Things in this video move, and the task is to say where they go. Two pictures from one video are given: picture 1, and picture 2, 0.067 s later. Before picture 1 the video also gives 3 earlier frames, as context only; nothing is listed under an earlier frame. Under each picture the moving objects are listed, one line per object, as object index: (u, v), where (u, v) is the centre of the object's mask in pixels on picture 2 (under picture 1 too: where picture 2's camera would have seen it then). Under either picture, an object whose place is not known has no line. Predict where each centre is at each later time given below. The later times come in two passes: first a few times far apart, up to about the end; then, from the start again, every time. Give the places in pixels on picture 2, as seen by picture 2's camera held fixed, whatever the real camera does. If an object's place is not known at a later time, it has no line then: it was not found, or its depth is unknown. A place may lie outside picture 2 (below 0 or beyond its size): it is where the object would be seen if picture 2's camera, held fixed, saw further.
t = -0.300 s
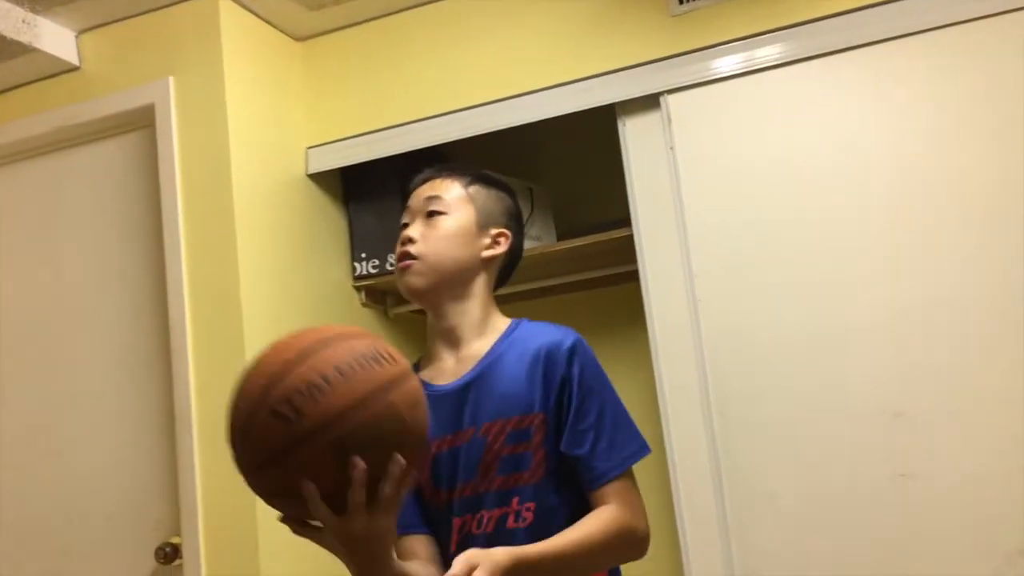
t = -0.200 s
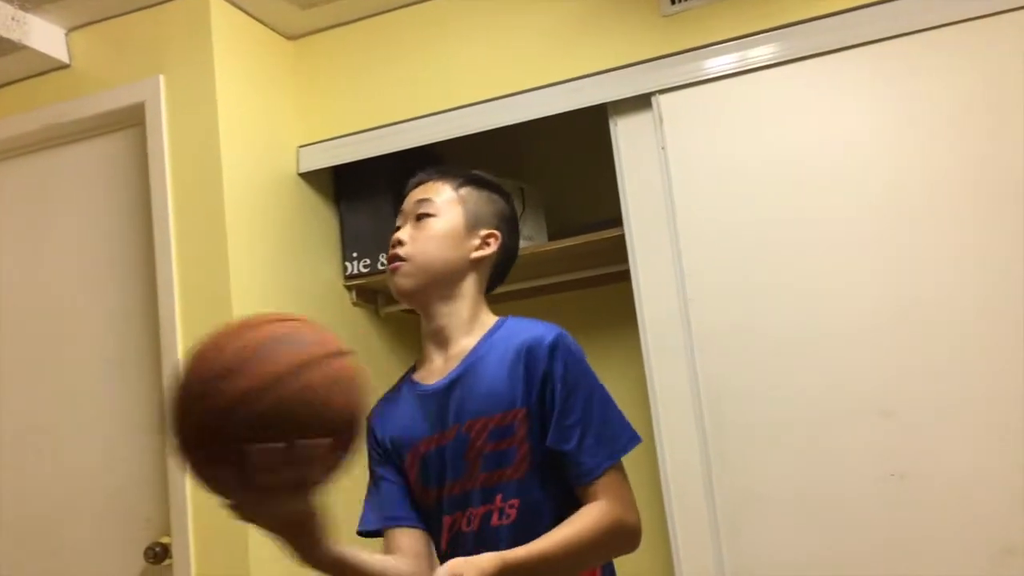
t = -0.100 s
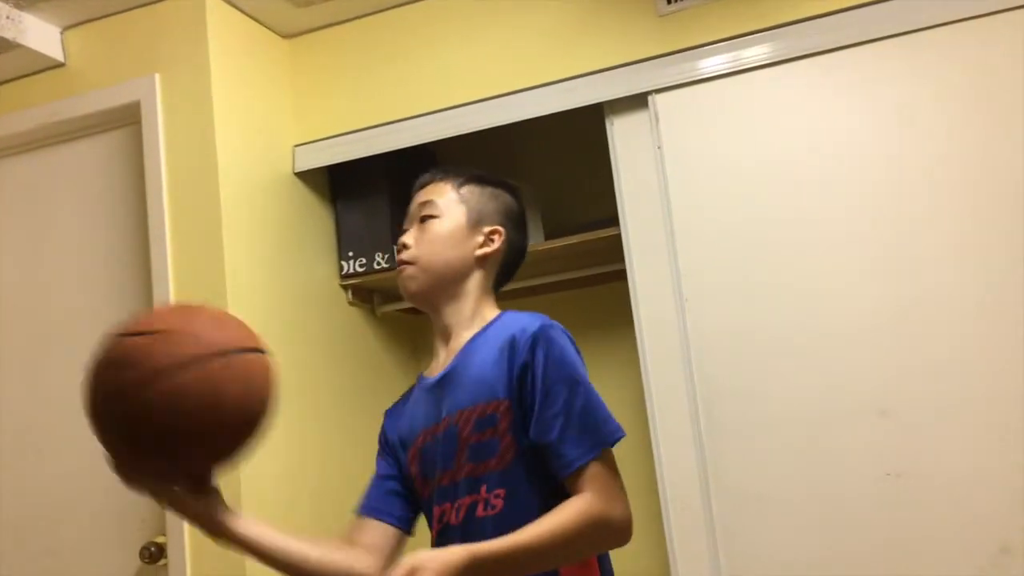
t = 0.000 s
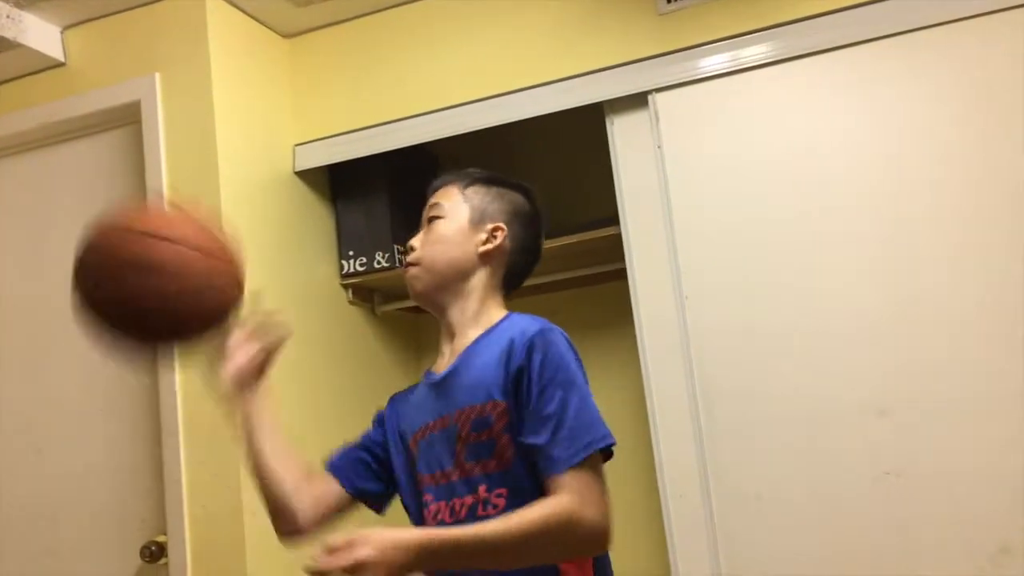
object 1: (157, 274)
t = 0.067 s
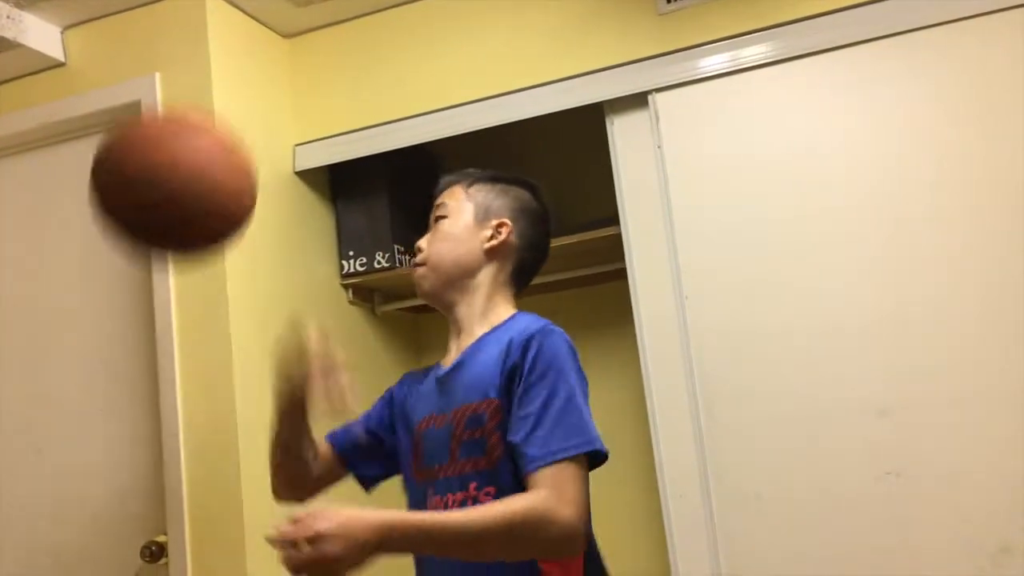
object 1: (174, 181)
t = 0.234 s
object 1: (213, 71)
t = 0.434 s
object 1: (274, 143)
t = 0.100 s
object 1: (180, 145)
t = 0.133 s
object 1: (187, 117)
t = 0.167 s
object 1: (195, 95)
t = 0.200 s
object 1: (204, 80)
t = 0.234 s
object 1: (213, 71)
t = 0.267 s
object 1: (221, 69)
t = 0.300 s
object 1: (230, 71)
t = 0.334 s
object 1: (240, 79)
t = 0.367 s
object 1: (251, 94)
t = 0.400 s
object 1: (262, 115)
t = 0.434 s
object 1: (274, 143)
